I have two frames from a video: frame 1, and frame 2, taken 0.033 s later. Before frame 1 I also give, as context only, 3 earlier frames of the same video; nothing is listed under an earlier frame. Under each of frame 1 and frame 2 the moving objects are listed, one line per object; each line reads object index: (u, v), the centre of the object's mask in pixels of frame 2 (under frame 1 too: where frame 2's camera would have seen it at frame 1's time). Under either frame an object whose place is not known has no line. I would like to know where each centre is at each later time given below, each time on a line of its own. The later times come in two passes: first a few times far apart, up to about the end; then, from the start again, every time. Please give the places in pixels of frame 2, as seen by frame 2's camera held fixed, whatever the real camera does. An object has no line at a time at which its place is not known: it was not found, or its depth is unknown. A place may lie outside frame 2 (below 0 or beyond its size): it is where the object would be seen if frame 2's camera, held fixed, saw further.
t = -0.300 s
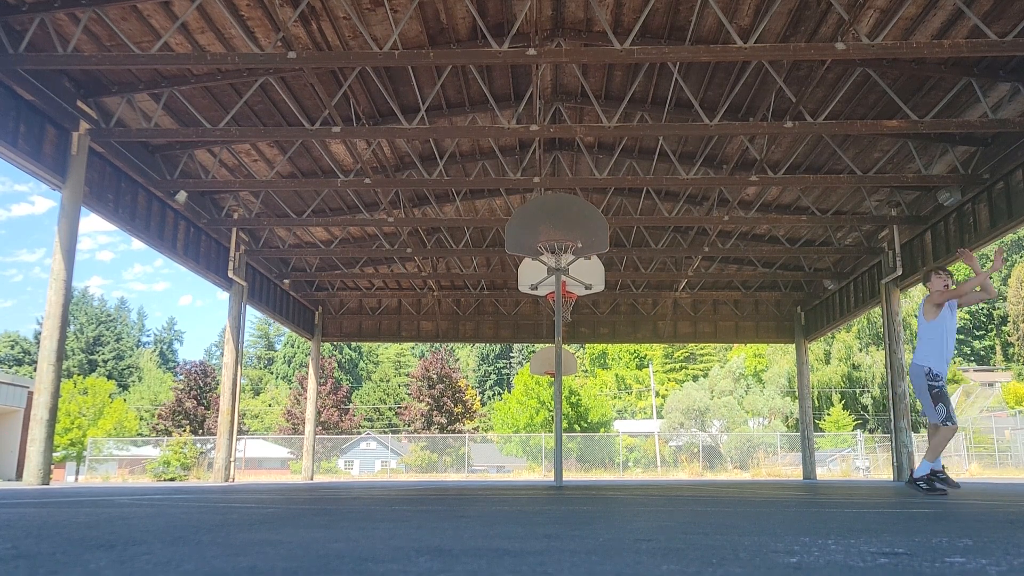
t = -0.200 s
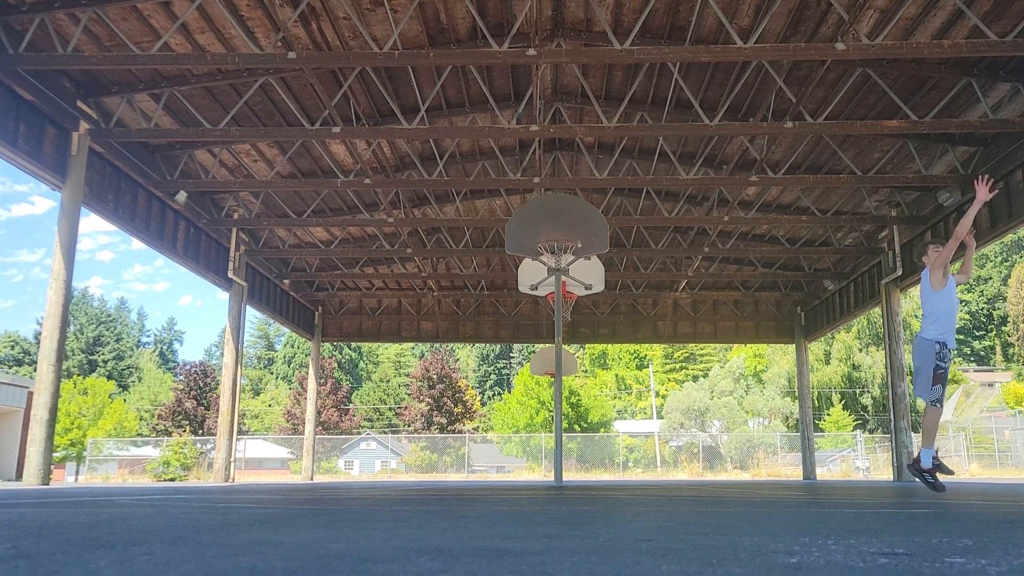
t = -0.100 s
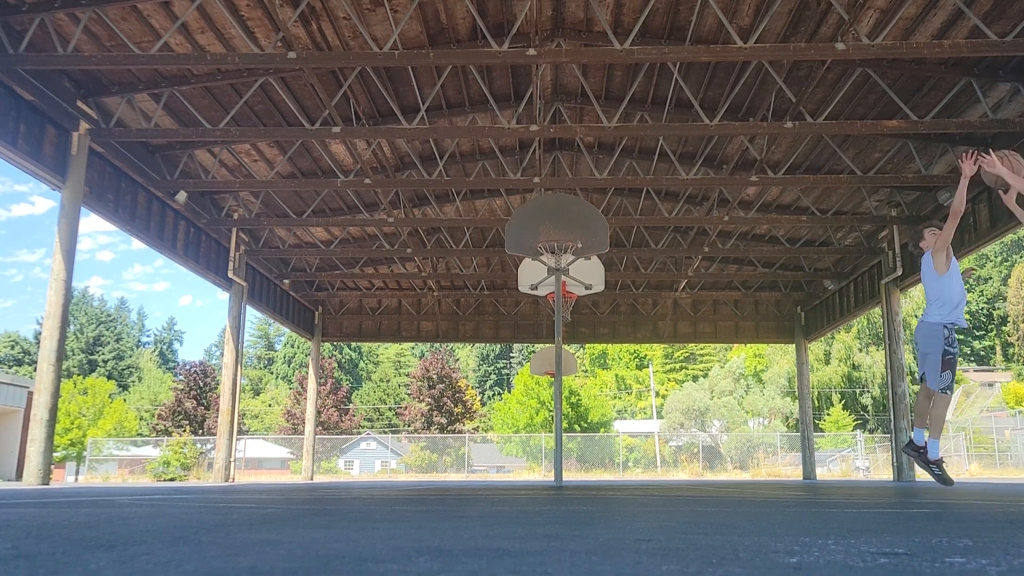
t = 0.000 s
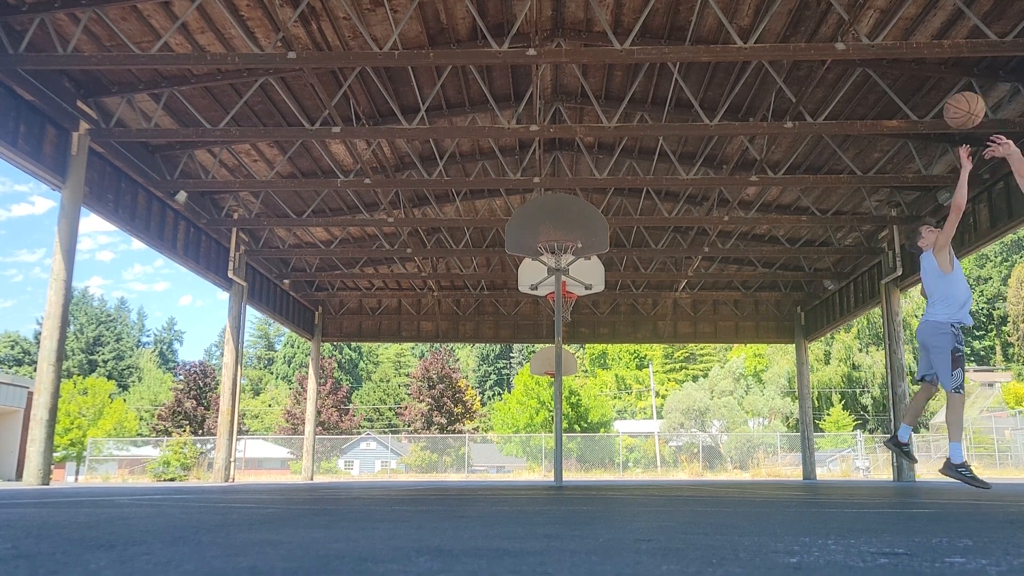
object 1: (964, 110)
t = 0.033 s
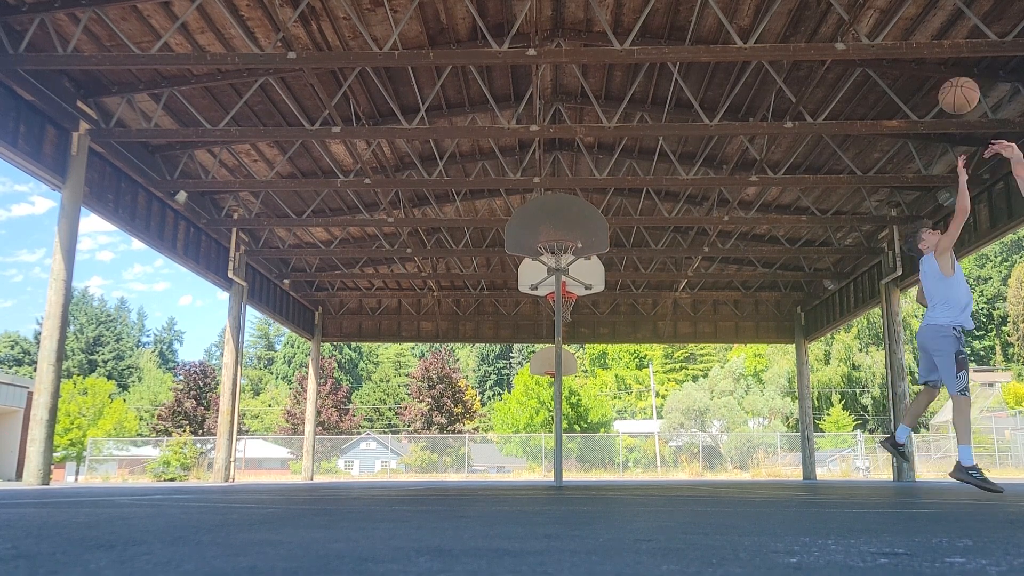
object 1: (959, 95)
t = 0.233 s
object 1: (933, 42)
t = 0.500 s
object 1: (909, 53)
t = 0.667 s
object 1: (899, 105)
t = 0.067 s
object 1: (954, 82)
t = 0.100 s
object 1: (949, 71)
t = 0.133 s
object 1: (945, 61)
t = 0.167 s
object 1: (941, 53)
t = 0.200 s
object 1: (937, 47)
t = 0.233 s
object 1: (933, 42)
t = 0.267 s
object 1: (929, 38)
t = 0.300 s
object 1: (926, 36)
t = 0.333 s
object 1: (922, 36)
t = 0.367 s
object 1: (919, 36)
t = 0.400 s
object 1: (916, 39)
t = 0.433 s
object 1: (914, 42)
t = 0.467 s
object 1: (911, 47)
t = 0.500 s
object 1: (909, 53)
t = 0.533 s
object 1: (906, 61)
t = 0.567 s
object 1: (904, 70)
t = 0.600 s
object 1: (902, 80)
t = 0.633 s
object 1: (901, 92)
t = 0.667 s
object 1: (899, 105)
